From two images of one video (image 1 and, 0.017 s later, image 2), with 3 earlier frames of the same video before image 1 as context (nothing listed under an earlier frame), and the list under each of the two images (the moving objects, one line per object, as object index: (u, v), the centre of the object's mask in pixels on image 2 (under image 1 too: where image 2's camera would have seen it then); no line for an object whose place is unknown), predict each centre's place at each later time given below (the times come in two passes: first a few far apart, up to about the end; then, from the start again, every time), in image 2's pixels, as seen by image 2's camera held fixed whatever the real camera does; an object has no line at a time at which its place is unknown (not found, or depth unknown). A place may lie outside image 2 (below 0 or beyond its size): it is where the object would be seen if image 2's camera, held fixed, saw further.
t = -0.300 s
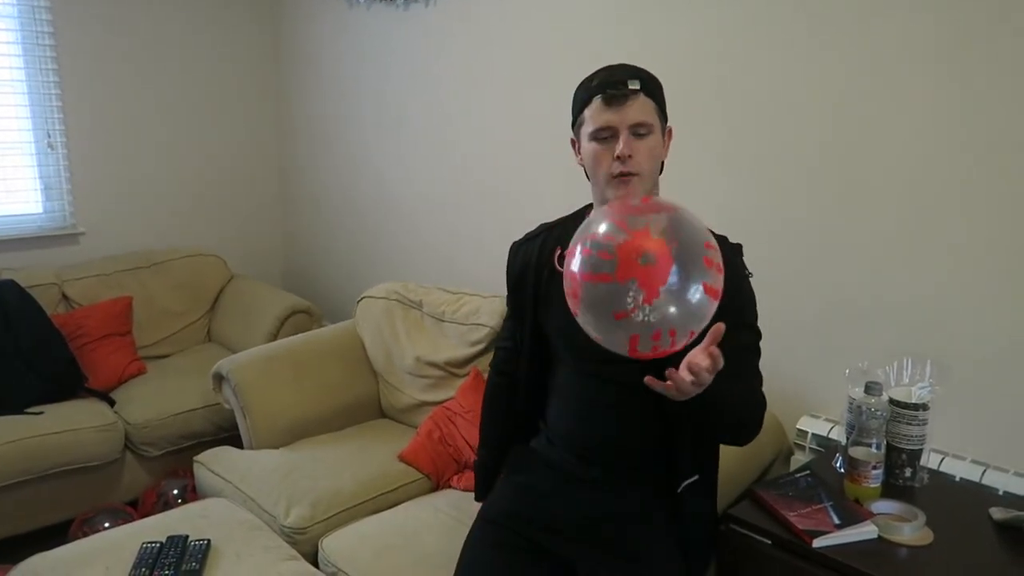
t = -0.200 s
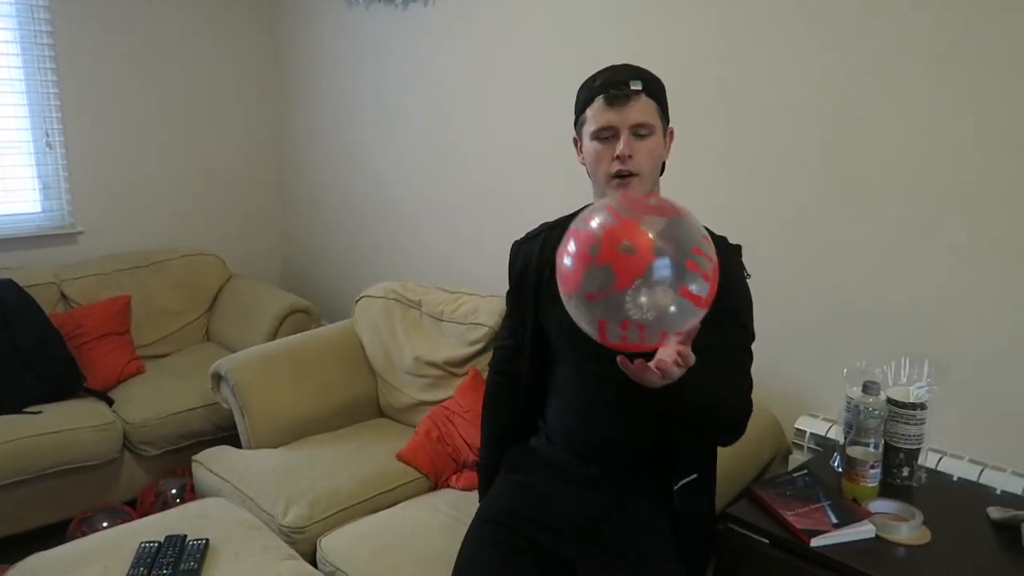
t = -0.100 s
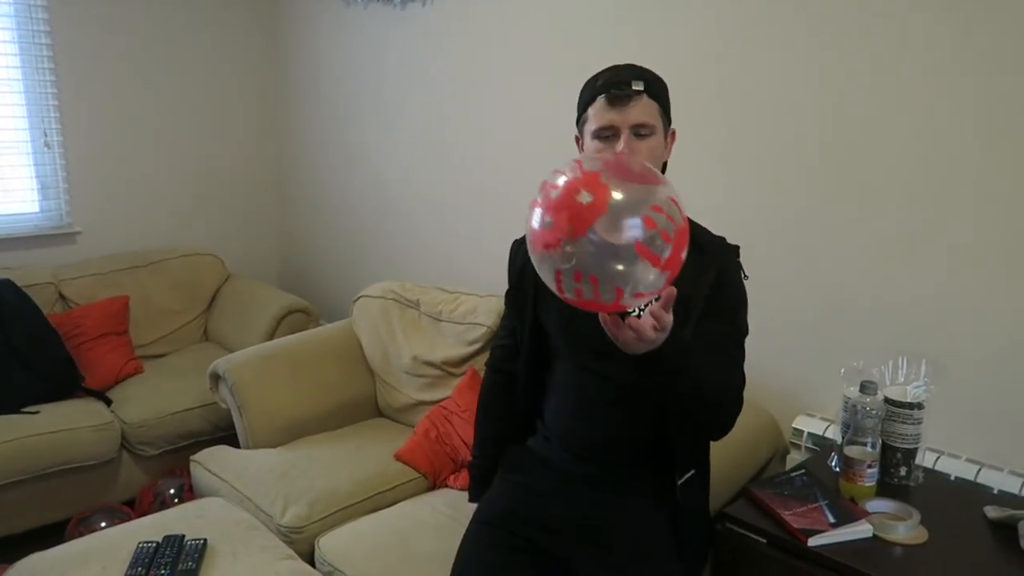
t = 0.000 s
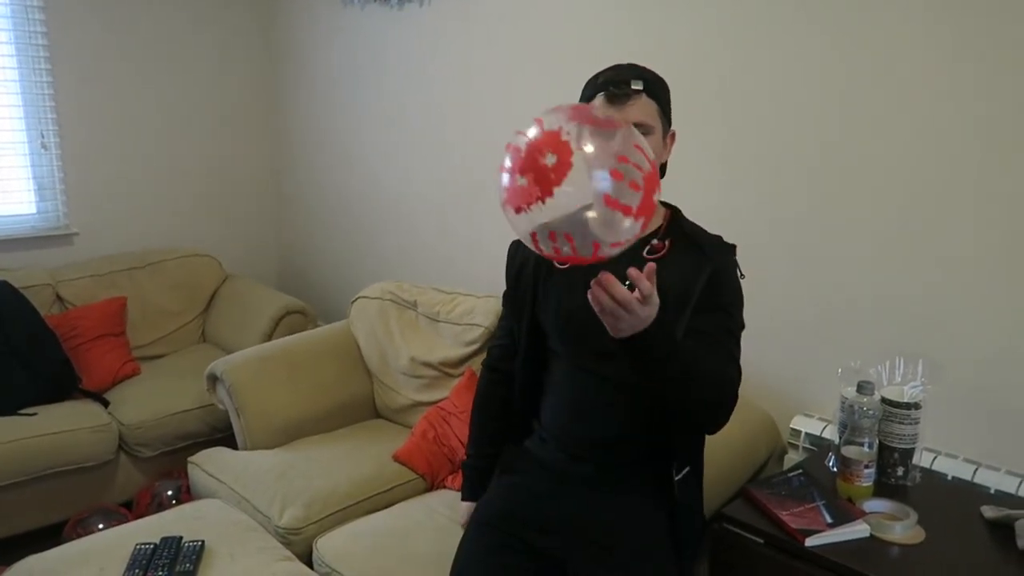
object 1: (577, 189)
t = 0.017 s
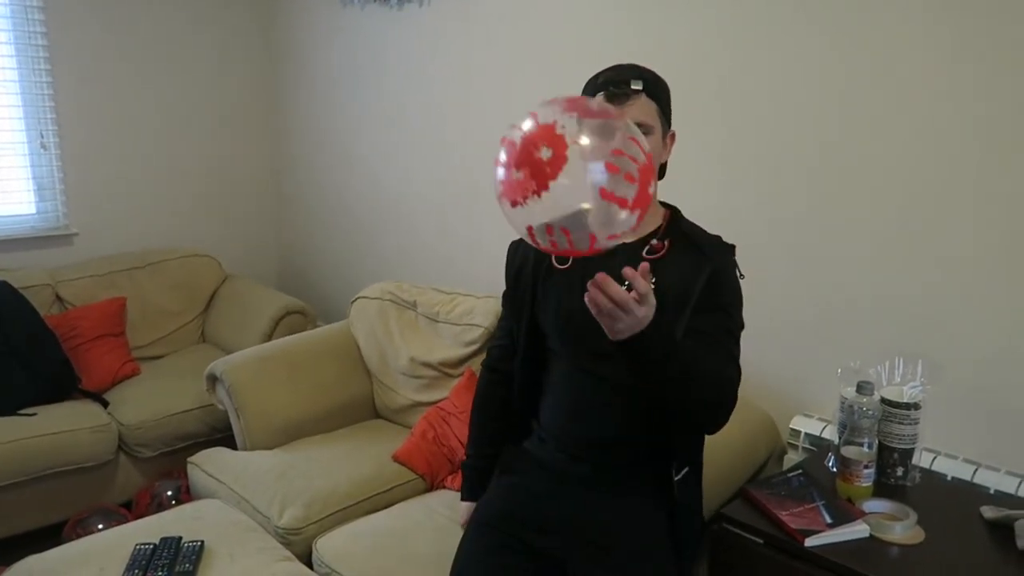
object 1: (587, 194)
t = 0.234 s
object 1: (534, 121)
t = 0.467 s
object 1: (484, 119)
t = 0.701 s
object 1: (454, 155)
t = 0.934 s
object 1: (426, 252)
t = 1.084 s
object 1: (412, 333)
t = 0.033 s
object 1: (583, 185)
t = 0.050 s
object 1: (565, 165)
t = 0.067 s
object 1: (576, 170)
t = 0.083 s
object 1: (558, 152)
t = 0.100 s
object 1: (569, 156)
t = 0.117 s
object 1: (565, 150)
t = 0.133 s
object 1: (560, 146)
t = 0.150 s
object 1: (557, 141)
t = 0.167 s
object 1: (552, 136)
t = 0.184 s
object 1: (550, 132)
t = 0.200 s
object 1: (544, 129)
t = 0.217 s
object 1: (540, 124)
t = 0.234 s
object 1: (534, 121)
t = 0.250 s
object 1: (530, 120)
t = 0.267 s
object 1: (526, 117)
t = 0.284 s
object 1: (523, 116)
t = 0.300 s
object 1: (518, 114)
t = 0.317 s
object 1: (516, 113)
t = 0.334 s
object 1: (513, 113)
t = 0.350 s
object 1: (510, 113)
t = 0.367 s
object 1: (506, 112)
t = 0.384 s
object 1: (503, 112)
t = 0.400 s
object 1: (497, 111)
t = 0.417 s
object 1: (495, 113)
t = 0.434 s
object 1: (490, 113)
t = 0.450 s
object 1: (488, 117)
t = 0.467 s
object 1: (484, 119)
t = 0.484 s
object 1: (481, 123)
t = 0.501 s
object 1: (475, 120)
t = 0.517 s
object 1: (472, 120)
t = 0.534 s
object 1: (469, 123)
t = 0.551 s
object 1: (475, 116)
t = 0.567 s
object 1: (472, 118)
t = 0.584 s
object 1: (470, 122)
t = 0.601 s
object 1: (467, 125)
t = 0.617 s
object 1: (465, 129)
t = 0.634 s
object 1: (463, 133)
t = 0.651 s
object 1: (460, 138)
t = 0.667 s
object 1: (458, 143)
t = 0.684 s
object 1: (456, 147)
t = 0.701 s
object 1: (454, 155)
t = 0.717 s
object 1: (452, 160)
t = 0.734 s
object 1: (449, 167)
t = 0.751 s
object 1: (447, 173)
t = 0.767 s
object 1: (445, 180)
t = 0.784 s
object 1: (443, 187)
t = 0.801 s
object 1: (440, 193)
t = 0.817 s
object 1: (438, 201)
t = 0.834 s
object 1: (437, 207)
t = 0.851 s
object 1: (435, 214)
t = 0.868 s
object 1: (434, 221)
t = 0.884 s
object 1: (432, 229)
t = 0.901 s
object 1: (430, 236)
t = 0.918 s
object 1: (428, 244)
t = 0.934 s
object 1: (426, 252)
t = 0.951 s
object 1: (424, 261)
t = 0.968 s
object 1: (423, 269)
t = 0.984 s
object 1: (422, 277)
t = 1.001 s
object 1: (420, 287)
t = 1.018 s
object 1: (418, 297)
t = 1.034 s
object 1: (416, 305)
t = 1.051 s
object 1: (414, 314)
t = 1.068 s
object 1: (413, 323)
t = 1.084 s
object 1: (412, 333)
